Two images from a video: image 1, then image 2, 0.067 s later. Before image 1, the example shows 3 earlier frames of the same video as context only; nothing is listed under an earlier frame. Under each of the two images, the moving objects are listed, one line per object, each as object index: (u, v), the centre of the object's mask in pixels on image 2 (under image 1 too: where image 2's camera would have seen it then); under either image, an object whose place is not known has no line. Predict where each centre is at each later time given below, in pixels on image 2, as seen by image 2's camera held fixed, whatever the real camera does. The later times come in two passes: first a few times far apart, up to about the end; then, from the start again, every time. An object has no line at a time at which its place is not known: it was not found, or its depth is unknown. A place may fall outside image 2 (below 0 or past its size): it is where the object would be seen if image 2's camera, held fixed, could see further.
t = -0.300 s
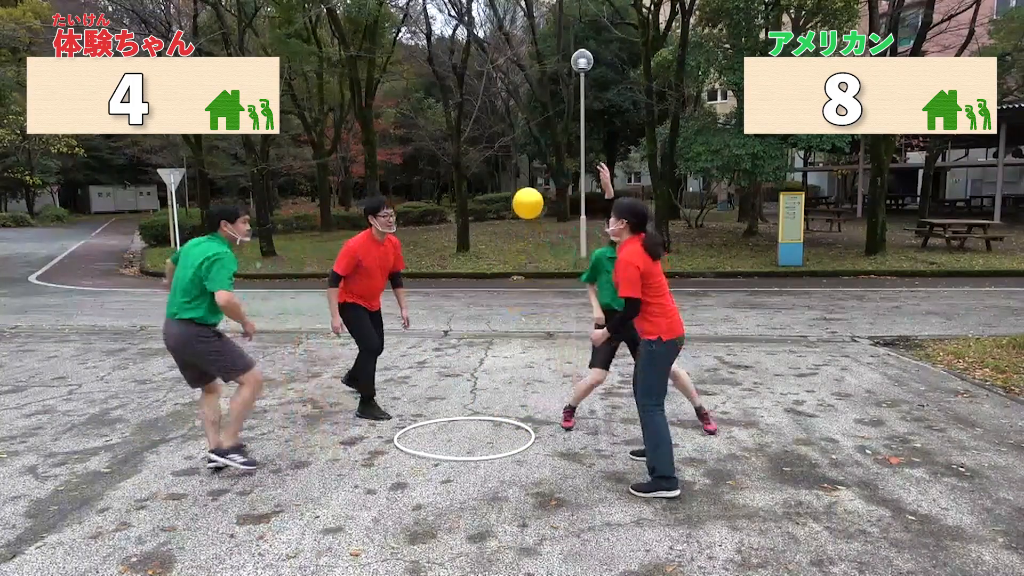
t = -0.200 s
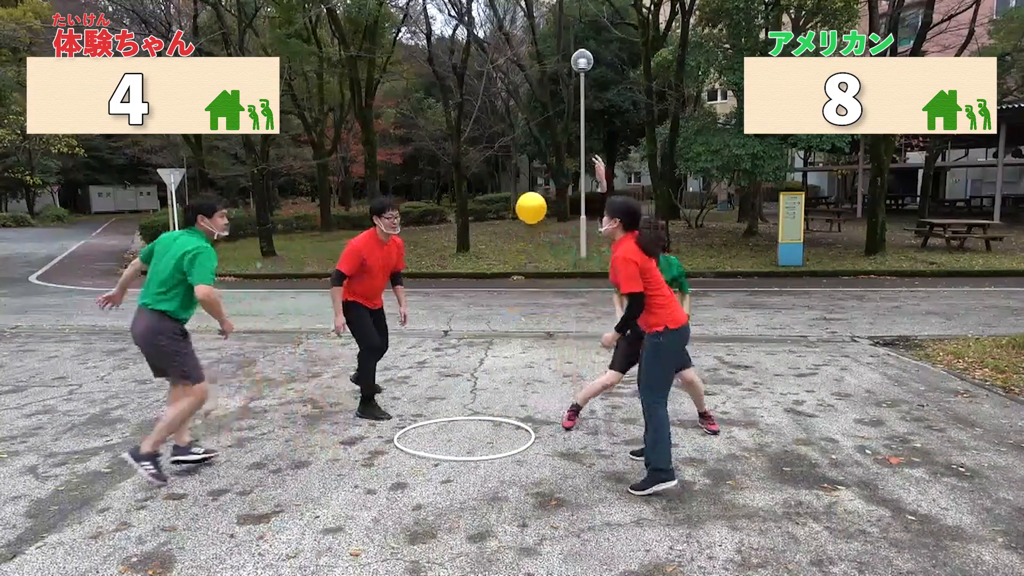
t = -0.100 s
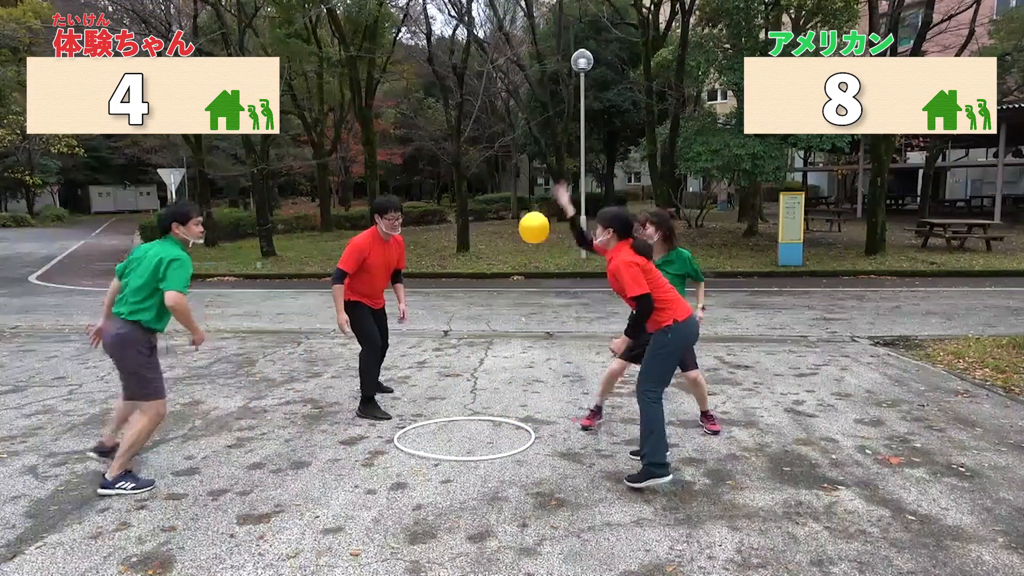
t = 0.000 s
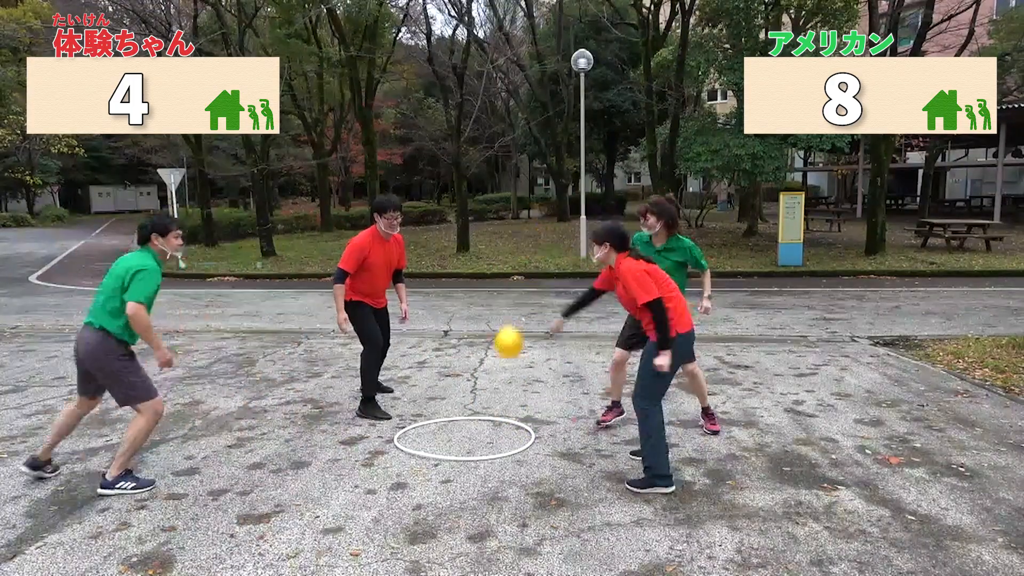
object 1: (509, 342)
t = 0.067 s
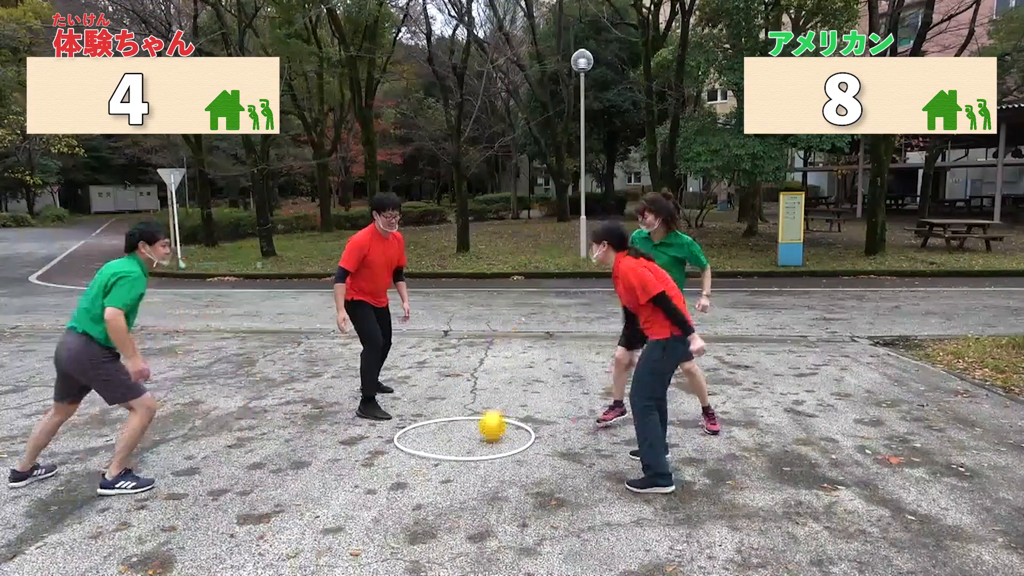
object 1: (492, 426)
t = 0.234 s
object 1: (483, 249)
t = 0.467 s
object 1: (472, 71)
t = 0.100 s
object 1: (490, 387)
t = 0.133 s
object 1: (489, 350)
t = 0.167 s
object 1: (487, 315)
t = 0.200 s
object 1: (485, 281)
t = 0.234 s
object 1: (483, 249)
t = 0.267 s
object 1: (481, 218)
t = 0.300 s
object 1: (480, 190)
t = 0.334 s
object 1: (478, 163)
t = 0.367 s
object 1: (477, 137)
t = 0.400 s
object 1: (475, 113)
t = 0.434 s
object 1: (474, 91)
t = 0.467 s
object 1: (472, 71)
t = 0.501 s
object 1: (470, 52)
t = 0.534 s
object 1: (468, 36)
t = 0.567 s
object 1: (465, 20)
